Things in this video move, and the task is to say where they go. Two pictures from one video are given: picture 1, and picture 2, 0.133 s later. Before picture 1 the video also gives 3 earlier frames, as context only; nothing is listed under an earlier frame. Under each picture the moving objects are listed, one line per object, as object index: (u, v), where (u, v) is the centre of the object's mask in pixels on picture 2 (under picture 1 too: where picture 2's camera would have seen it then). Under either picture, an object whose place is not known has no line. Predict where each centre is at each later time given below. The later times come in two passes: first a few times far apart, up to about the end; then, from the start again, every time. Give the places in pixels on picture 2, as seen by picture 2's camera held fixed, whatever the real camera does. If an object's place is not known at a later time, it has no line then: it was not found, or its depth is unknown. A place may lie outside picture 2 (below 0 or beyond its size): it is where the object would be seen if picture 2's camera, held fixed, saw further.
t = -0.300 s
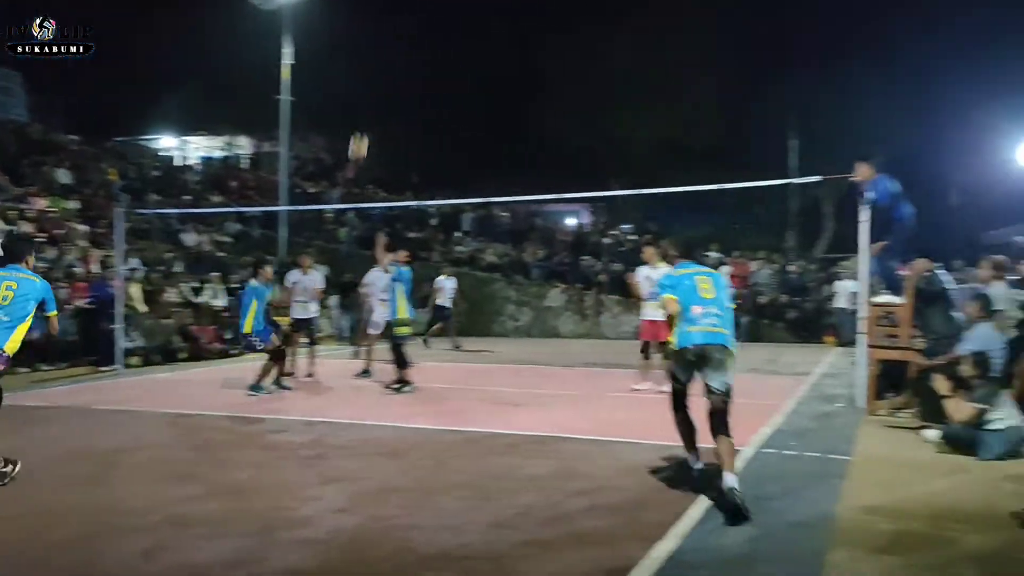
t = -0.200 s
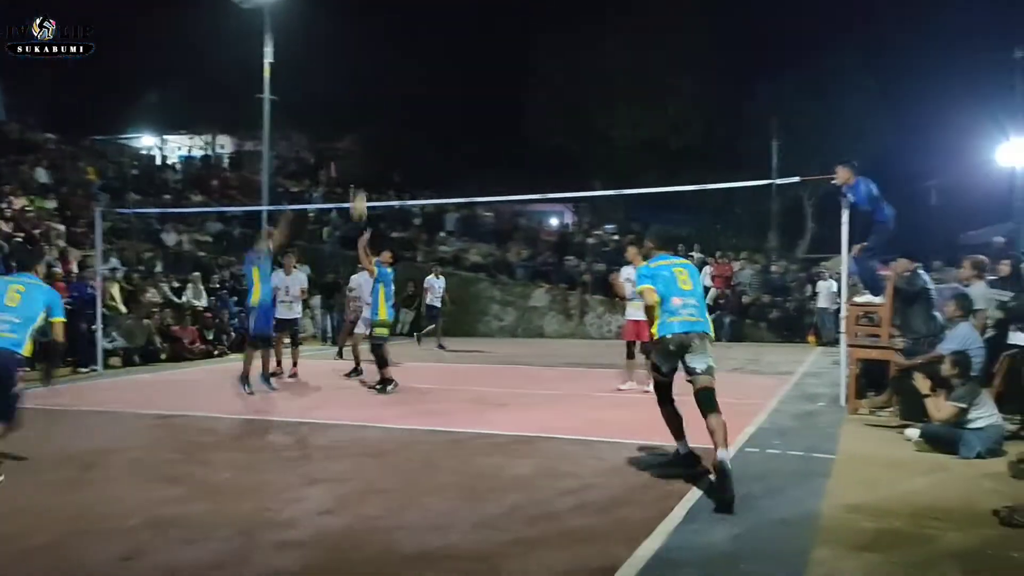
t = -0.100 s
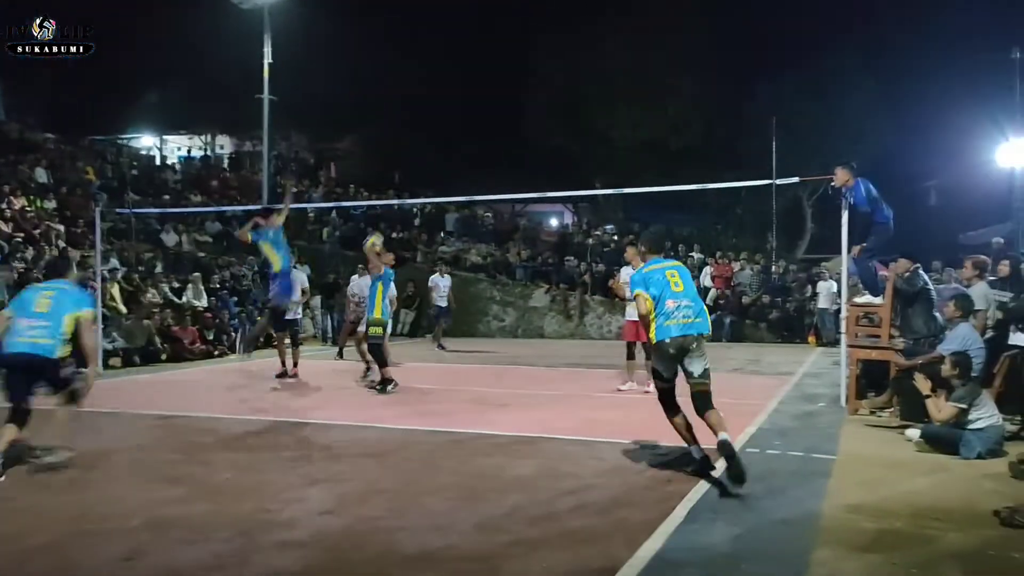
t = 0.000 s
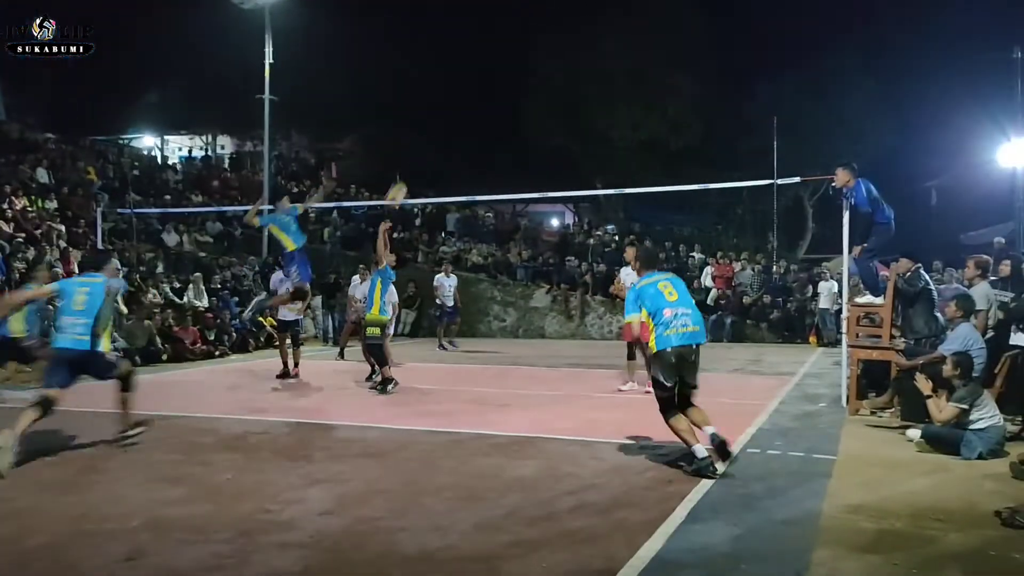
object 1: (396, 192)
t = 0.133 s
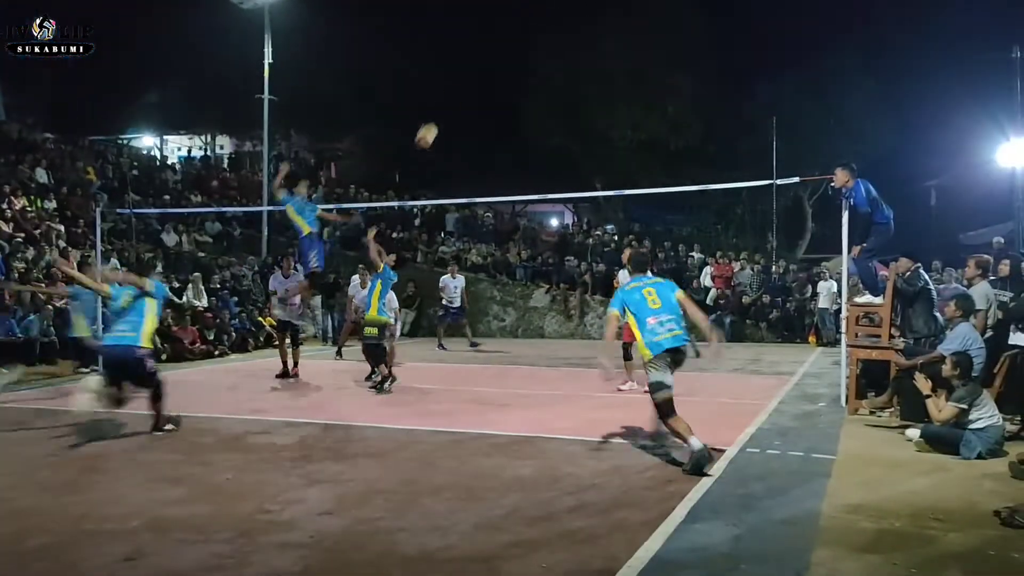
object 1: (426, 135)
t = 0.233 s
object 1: (449, 100)
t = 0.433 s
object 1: (498, 55)
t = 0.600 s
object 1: (539, 42)
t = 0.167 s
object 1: (434, 123)
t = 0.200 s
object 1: (442, 111)
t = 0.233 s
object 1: (449, 100)
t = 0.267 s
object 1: (458, 90)
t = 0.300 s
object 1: (465, 82)
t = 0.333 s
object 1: (474, 74)
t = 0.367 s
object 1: (482, 66)
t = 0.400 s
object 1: (490, 60)
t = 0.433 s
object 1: (498, 55)
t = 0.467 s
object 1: (506, 50)
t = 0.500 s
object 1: (515, 47)
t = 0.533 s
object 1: (523, 44)
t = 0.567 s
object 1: (531, 43)
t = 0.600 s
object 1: (539, 42)
